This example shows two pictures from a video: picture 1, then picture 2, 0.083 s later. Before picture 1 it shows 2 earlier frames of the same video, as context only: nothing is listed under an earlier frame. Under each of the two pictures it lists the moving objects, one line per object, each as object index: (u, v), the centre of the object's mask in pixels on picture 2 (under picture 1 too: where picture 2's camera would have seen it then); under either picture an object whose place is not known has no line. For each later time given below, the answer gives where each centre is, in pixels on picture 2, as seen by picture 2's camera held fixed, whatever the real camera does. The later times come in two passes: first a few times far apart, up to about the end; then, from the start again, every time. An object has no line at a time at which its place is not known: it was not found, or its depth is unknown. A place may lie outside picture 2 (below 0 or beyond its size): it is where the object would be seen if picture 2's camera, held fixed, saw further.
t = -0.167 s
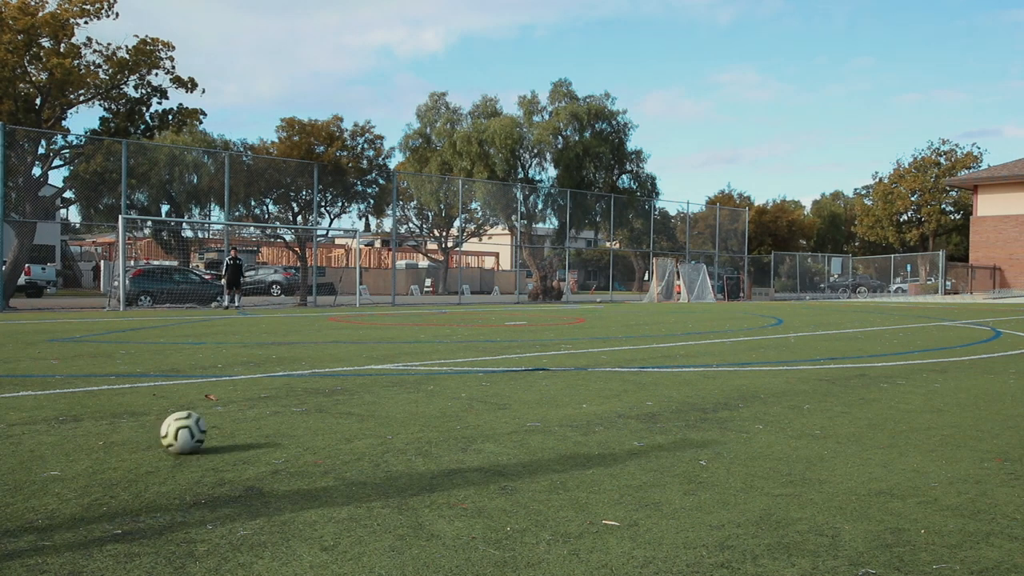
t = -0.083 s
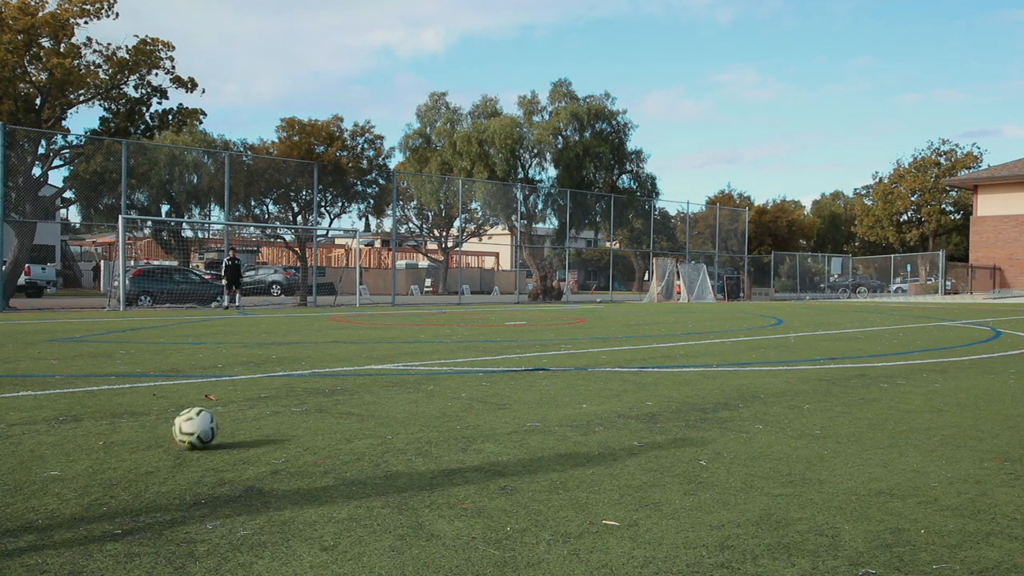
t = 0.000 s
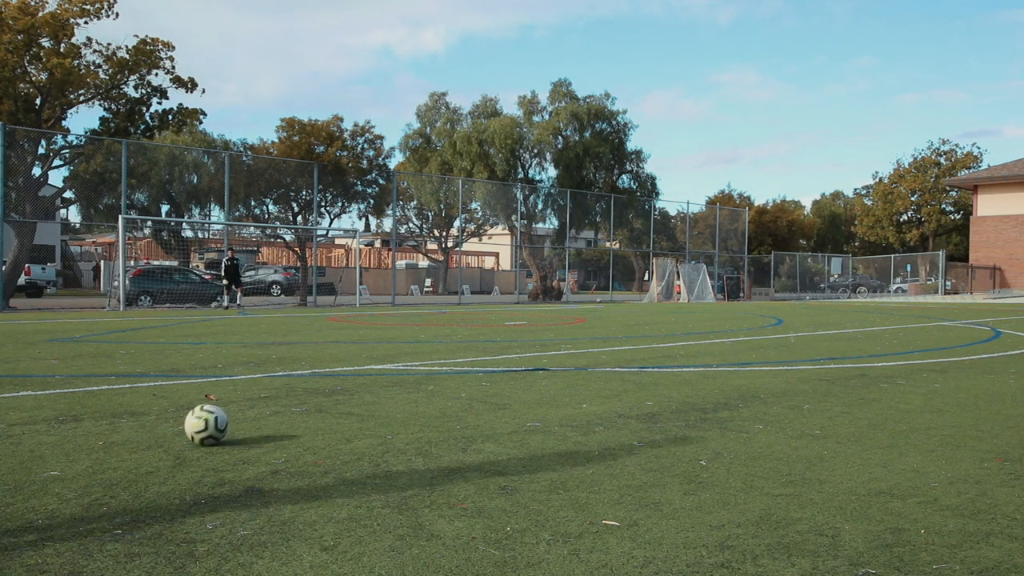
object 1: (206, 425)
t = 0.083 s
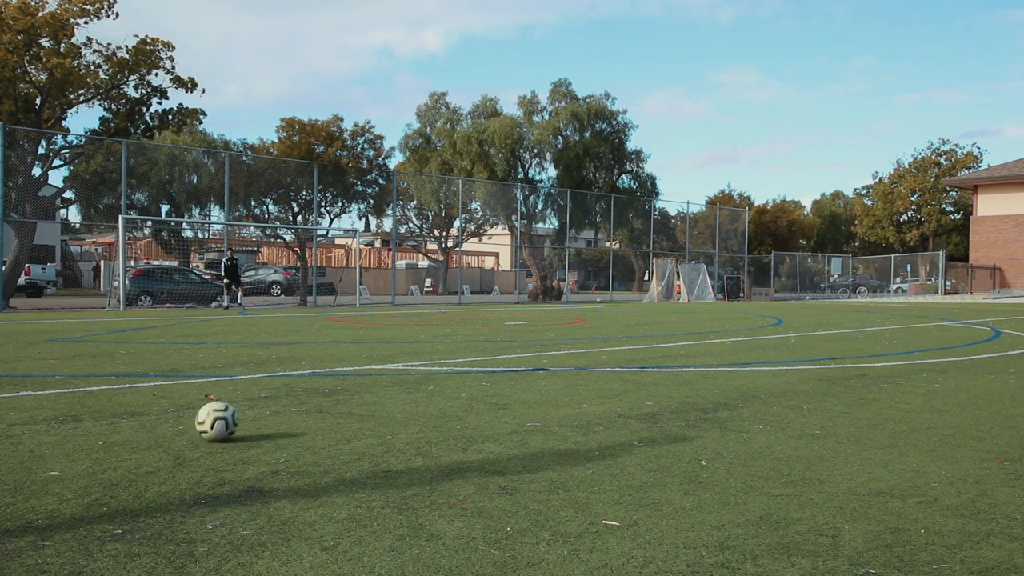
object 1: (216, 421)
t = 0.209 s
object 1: (231, 417)
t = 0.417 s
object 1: (253, 410)
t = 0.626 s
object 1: (271, 405)
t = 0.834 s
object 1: (288, 400)
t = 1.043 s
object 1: (302, 397)
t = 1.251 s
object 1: (314, 393)
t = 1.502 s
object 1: (328, 390)
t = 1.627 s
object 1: (333, 388)
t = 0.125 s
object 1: (221, 420)
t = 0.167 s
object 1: (227, 418)
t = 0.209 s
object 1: (231, 417)
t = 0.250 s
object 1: (236, 416)
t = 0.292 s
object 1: (240, 415)
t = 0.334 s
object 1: (245, 413)
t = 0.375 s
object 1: (249, 412)
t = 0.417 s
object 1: (253, 410)
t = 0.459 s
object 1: (256, 409)
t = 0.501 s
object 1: (260, 408)
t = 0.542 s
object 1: (264, 407)
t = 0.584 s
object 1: (268, 406)
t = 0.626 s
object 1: (271, 405)
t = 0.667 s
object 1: (275, 404)
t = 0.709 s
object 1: (278, 403)
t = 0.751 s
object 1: (281, 402)
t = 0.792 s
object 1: (284, 402)
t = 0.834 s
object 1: (288, 400)
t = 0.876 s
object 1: (291, 400)
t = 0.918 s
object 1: (294, 399)
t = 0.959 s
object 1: (296, 398)
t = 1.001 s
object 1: (300, 397)
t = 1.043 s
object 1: (302, 397)
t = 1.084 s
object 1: (304, 396)
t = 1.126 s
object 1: (307, 395)
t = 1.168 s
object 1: (309, 395)
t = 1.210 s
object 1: (312, 394)
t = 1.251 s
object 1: (314, 393)
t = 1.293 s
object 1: (317, 393)
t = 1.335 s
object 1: (319, 392)
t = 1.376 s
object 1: (321, 392)
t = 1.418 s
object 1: (323, 391)
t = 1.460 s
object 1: (325, 391)
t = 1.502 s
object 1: (328, 390)
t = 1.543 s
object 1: (329, 389)
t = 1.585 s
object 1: (331, 389)
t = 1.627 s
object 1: (333, 388)
